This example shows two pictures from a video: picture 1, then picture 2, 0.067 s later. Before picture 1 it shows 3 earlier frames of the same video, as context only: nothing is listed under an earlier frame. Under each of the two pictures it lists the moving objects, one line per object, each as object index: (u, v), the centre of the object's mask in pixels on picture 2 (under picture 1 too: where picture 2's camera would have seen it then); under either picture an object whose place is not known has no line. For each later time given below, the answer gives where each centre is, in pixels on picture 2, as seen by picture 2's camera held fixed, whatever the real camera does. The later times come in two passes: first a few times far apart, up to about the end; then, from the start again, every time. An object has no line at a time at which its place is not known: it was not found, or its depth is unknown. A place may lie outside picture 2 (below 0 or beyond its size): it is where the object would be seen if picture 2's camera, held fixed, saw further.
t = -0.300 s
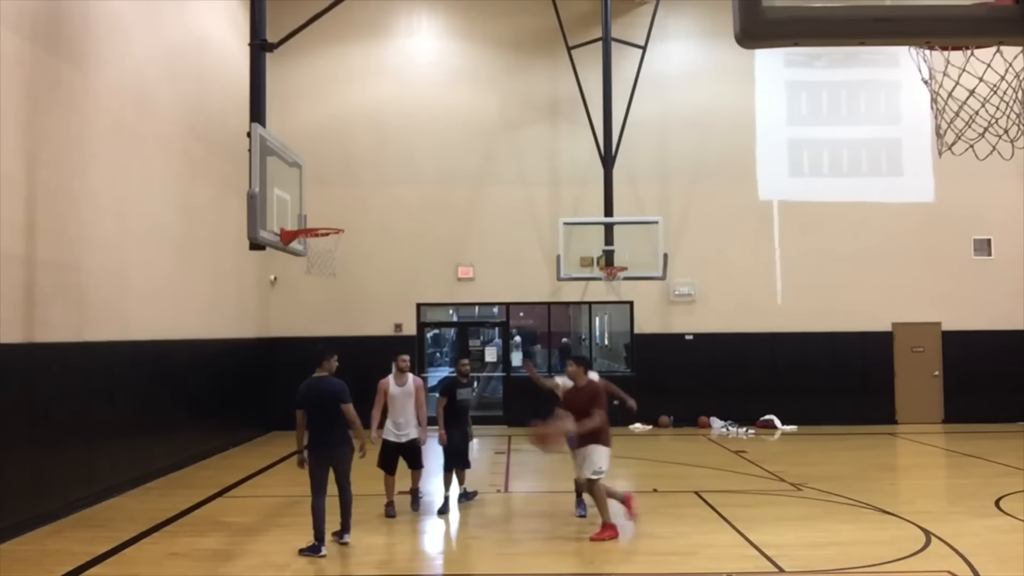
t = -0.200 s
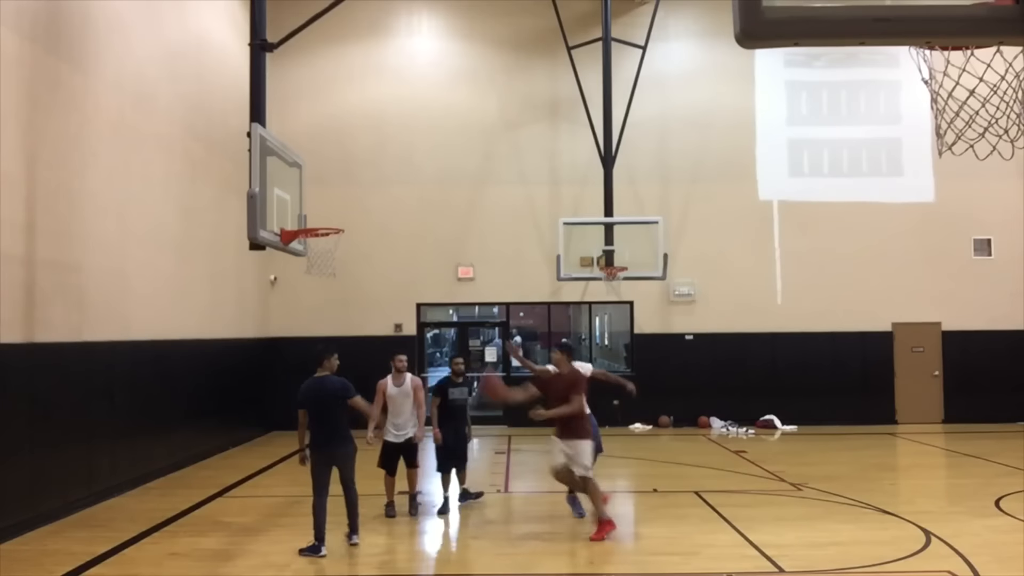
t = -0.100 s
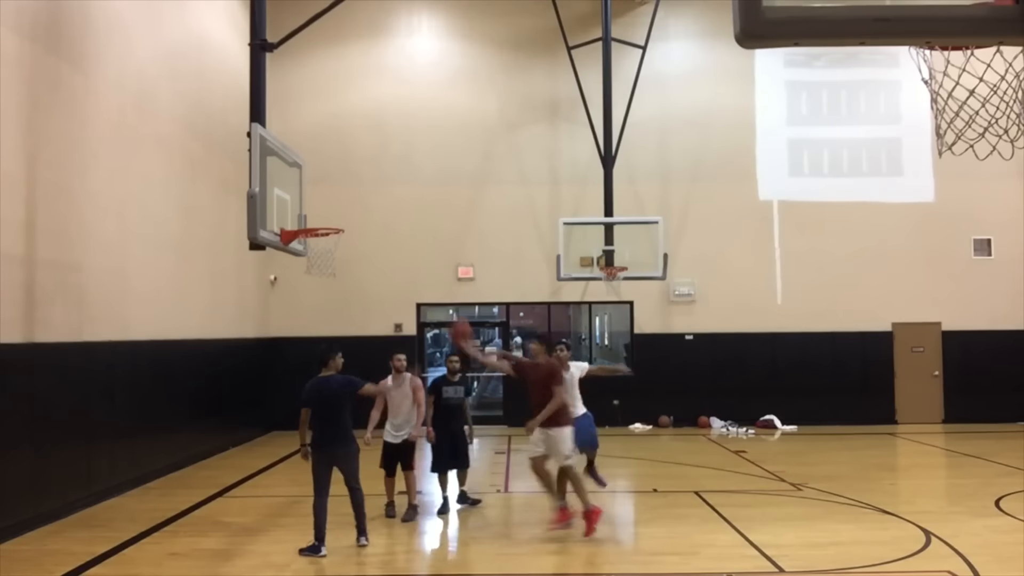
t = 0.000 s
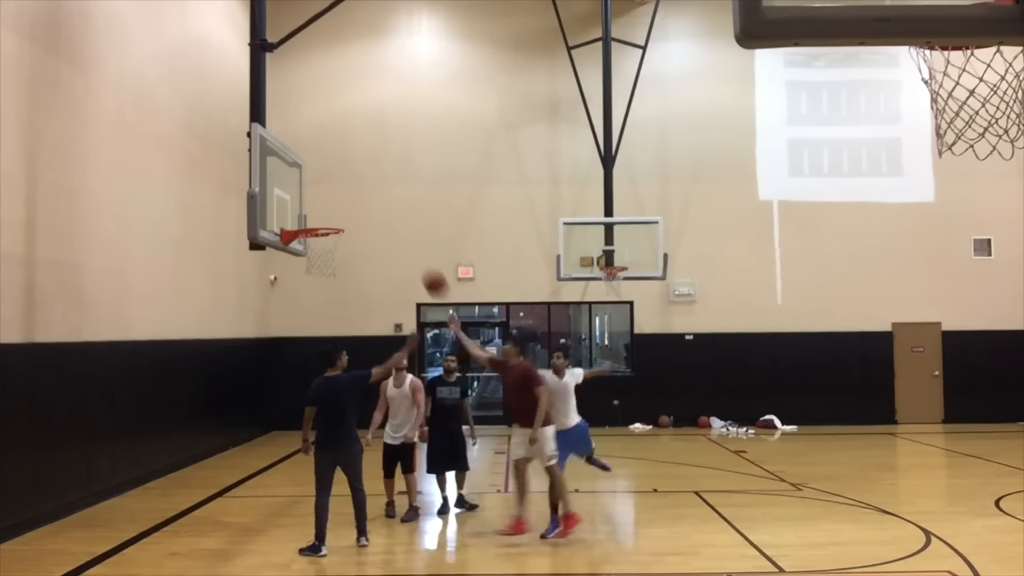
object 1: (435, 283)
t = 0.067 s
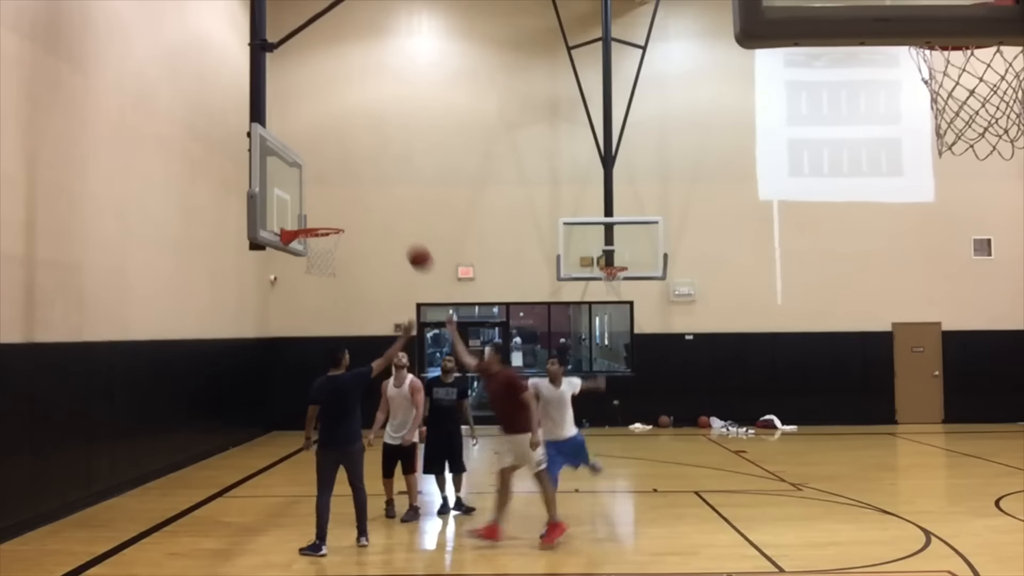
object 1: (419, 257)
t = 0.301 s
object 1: (366, 203)
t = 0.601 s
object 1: (301, 208)
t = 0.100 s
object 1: (412, 246)
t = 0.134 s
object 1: (404, 236)
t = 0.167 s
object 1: (396, 227)
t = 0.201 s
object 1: (388, 219)
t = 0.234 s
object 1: (381, 213)
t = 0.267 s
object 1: (373, 207)
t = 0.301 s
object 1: (366, 203)
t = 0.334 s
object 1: (358, 199)
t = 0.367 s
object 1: (351, 197)
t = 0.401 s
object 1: (343, 196)
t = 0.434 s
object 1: (336, 195)
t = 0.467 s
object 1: (329, 196)
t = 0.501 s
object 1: (322, 197)
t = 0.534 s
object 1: (315, 200)
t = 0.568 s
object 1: (307, 204)
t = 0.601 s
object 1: (301, 208)
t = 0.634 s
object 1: (294, 214)
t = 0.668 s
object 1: (298, 217)
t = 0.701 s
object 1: (304, 219)
